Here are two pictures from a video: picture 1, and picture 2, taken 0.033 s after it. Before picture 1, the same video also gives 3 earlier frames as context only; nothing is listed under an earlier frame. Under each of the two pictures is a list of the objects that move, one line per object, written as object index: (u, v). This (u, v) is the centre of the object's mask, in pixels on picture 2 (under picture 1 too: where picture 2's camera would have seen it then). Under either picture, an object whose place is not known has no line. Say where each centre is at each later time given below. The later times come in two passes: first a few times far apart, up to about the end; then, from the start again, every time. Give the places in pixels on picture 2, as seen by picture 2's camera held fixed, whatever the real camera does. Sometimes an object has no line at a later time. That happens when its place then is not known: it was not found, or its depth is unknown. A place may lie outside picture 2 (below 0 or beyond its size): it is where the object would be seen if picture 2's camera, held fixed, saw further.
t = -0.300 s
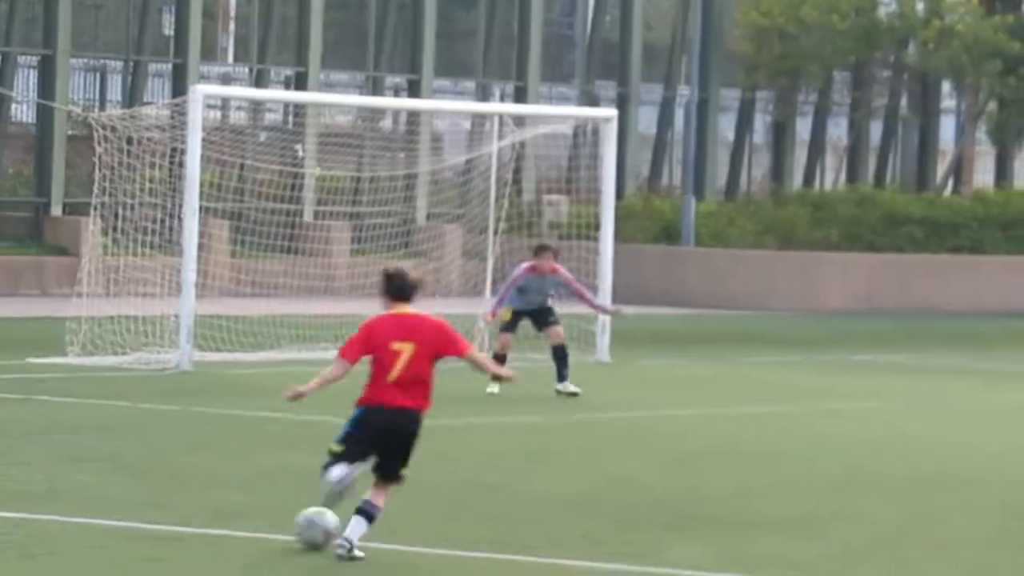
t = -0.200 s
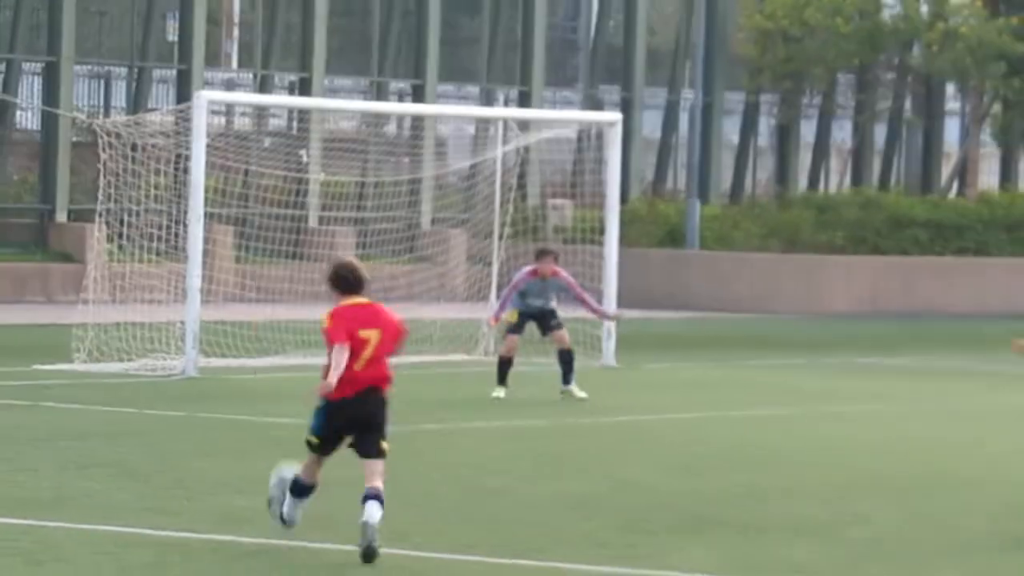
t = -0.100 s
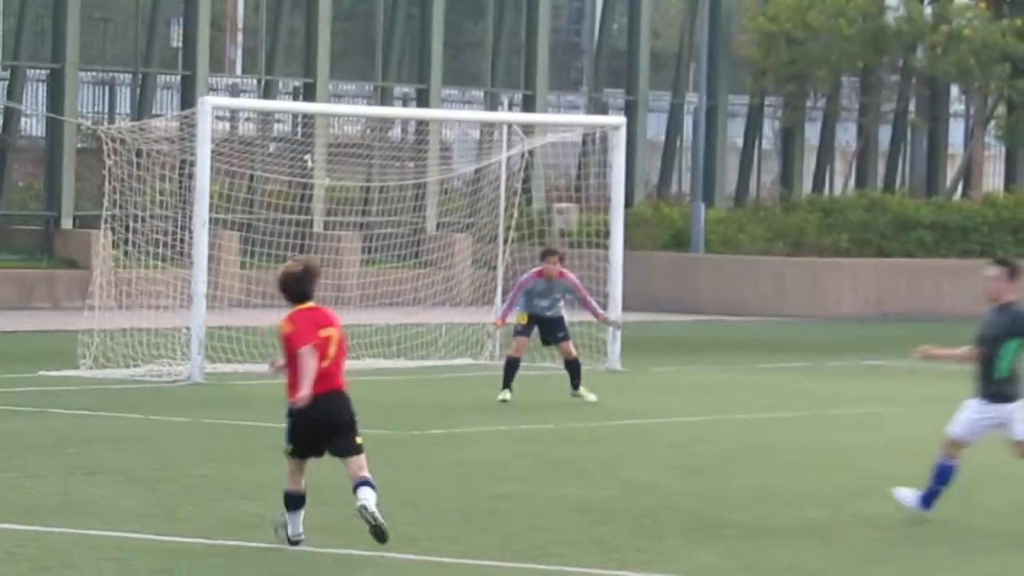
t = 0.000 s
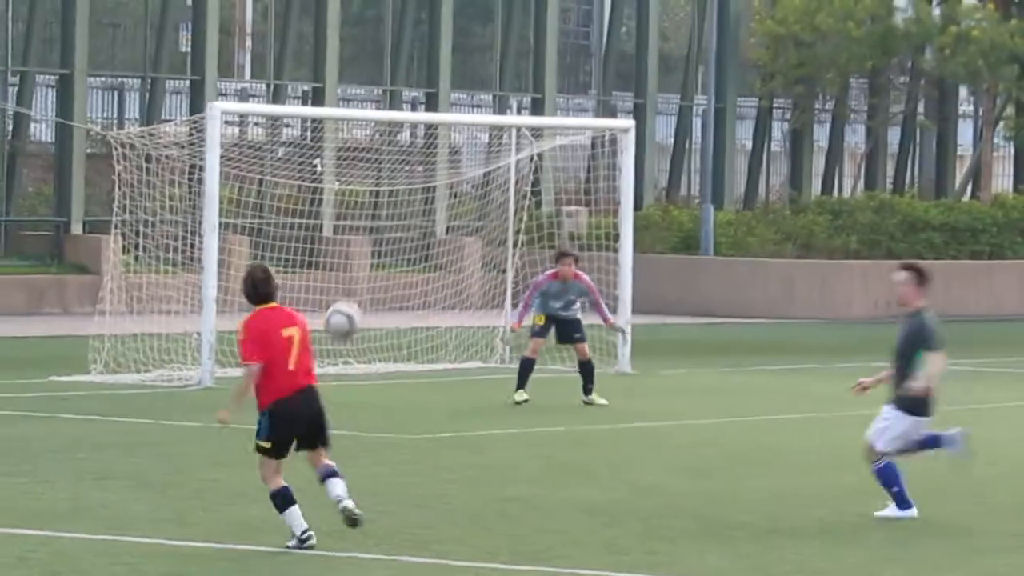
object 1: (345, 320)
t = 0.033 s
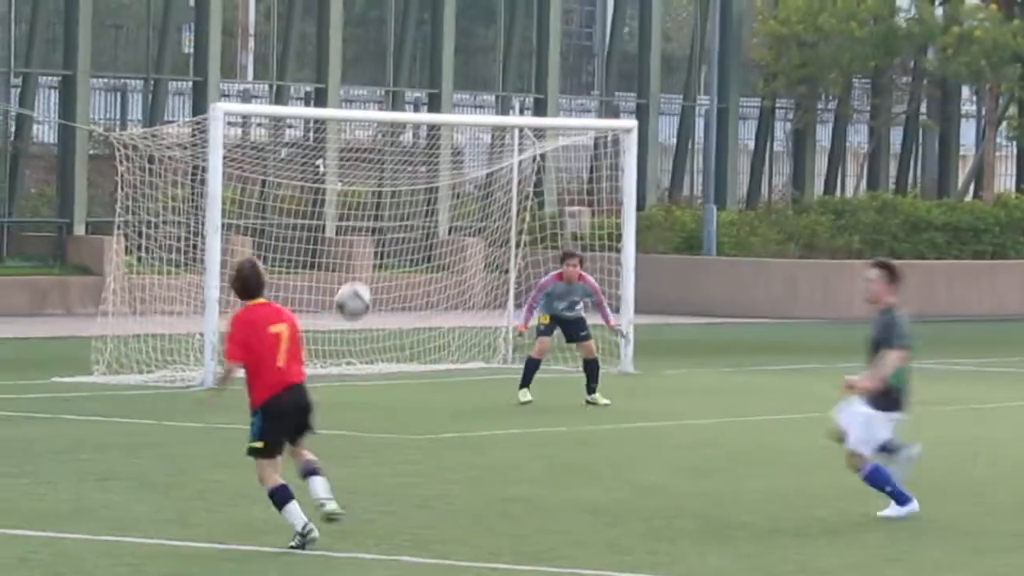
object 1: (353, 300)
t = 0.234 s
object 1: (401, 227)
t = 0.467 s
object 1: (462, 220)
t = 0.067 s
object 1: (360, 282)
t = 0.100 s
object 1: (368, 268)
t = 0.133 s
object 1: (376, 255)
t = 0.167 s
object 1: (384, 244)
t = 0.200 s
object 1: (392, 236)
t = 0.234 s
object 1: (401, 227)
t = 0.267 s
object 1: (410, 221)
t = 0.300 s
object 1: (418, 219)
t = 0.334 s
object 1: (426, 217)
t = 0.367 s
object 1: (436, 215)
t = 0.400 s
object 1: (445, 216)
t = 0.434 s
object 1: (453, 218)
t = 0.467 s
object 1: (462, 220)
